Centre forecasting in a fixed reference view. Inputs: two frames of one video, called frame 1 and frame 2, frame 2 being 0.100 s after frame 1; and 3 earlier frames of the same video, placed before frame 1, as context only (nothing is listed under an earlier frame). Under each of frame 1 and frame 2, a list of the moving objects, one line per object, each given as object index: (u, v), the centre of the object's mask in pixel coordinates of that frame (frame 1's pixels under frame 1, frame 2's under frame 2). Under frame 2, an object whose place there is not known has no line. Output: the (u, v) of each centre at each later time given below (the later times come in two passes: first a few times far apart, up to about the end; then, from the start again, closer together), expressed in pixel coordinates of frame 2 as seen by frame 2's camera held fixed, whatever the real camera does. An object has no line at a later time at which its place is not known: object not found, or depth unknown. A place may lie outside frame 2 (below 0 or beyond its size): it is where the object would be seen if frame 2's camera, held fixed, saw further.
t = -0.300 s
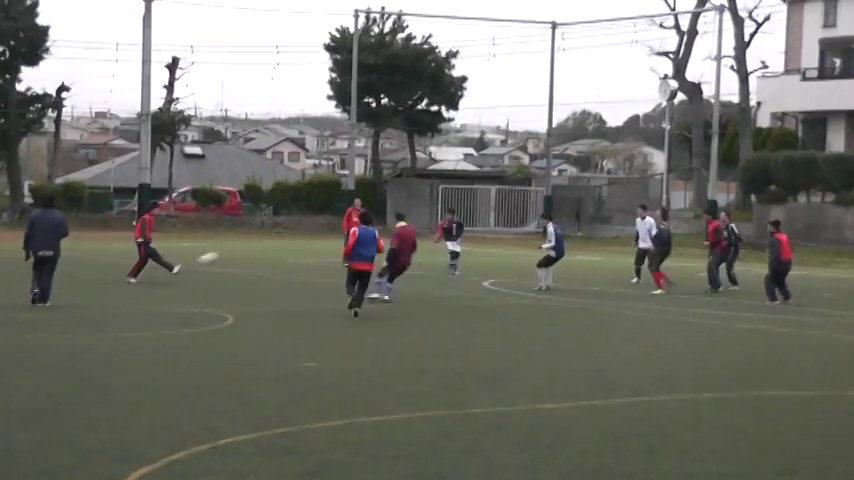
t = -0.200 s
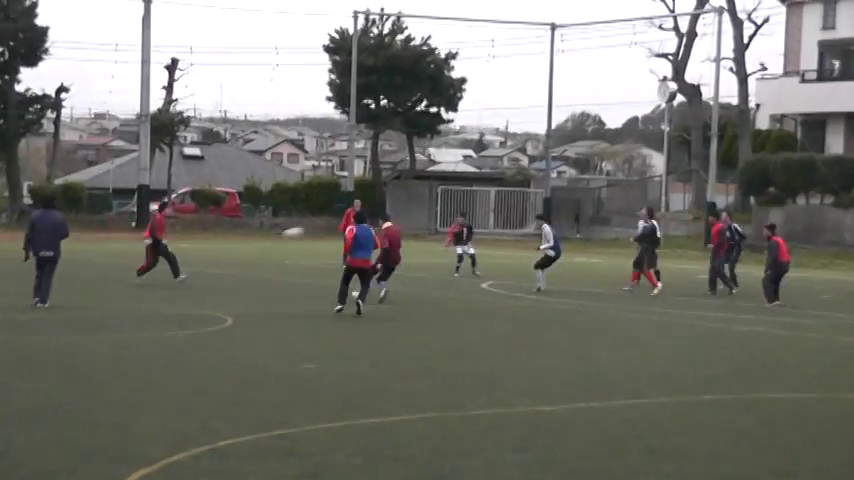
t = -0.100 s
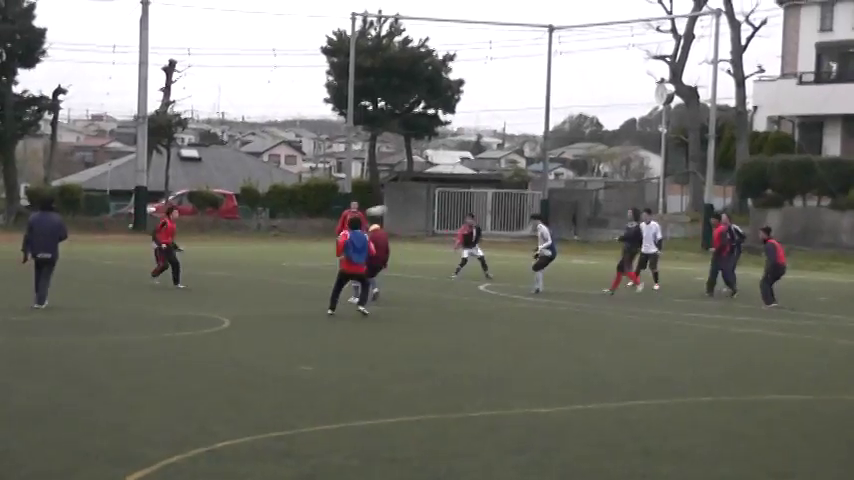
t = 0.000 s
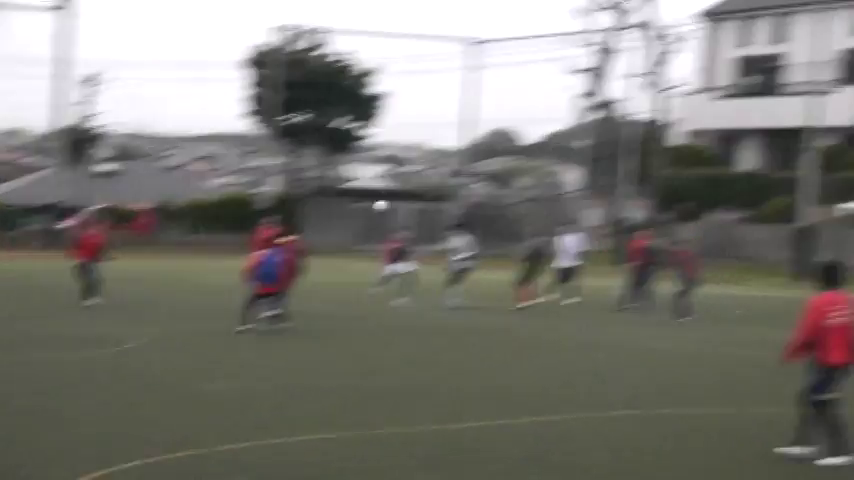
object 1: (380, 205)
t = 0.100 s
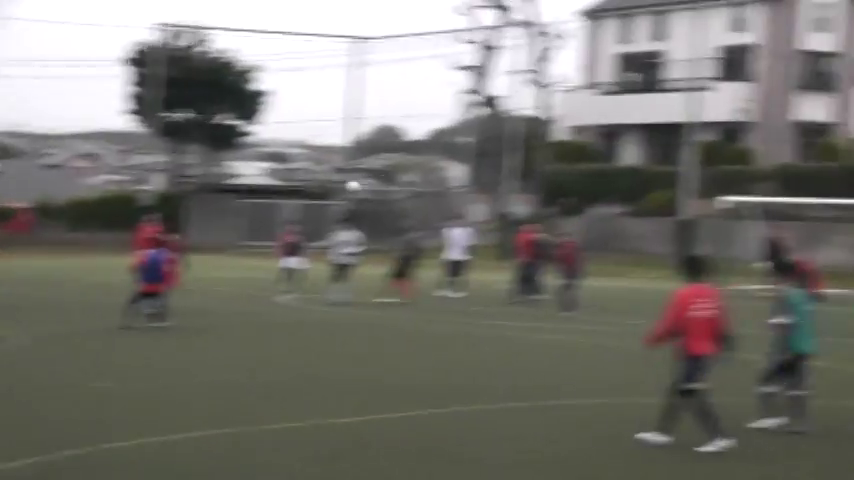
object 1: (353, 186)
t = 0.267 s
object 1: (495, 168)
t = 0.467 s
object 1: (671, 163)
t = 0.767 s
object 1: (968, 198)
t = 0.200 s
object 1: (439, 173)
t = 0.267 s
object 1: (495, 168)
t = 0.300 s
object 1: (525, 166)
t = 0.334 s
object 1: (552, 164)
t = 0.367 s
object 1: (582, 164)
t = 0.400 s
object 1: (611, 163)
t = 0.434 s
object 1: (641, 163)
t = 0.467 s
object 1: (671, 163)
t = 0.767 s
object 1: (968, 198)
